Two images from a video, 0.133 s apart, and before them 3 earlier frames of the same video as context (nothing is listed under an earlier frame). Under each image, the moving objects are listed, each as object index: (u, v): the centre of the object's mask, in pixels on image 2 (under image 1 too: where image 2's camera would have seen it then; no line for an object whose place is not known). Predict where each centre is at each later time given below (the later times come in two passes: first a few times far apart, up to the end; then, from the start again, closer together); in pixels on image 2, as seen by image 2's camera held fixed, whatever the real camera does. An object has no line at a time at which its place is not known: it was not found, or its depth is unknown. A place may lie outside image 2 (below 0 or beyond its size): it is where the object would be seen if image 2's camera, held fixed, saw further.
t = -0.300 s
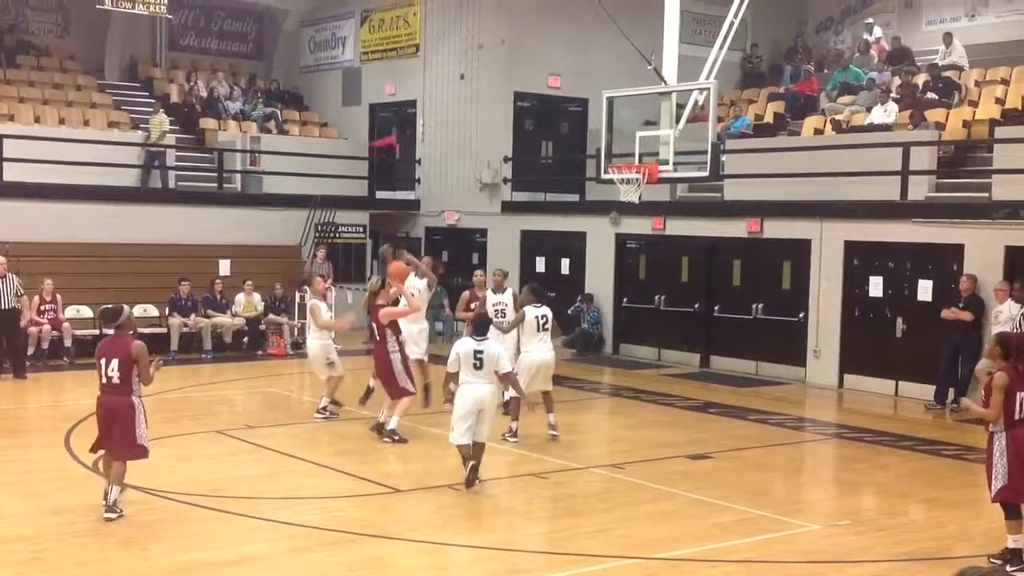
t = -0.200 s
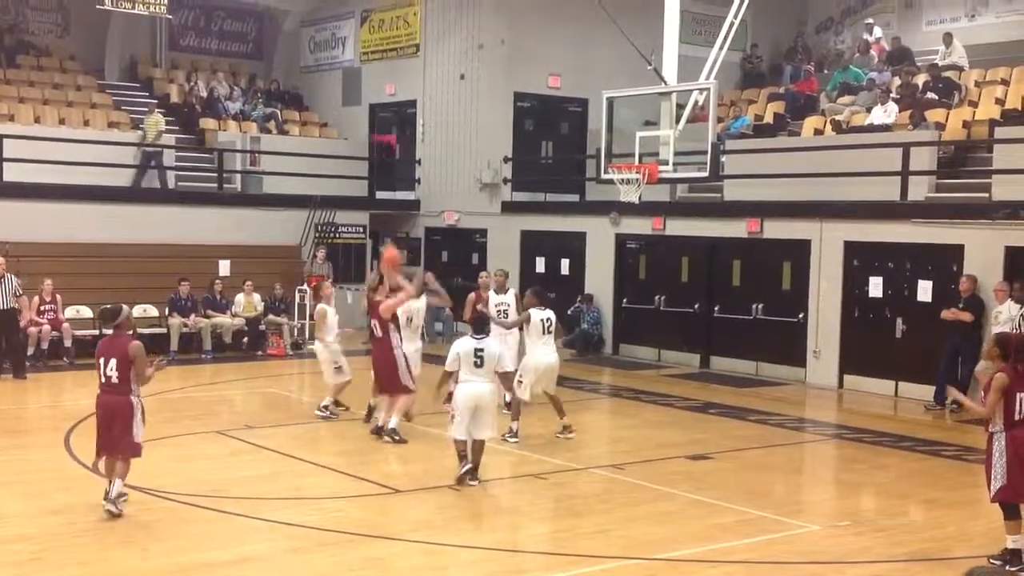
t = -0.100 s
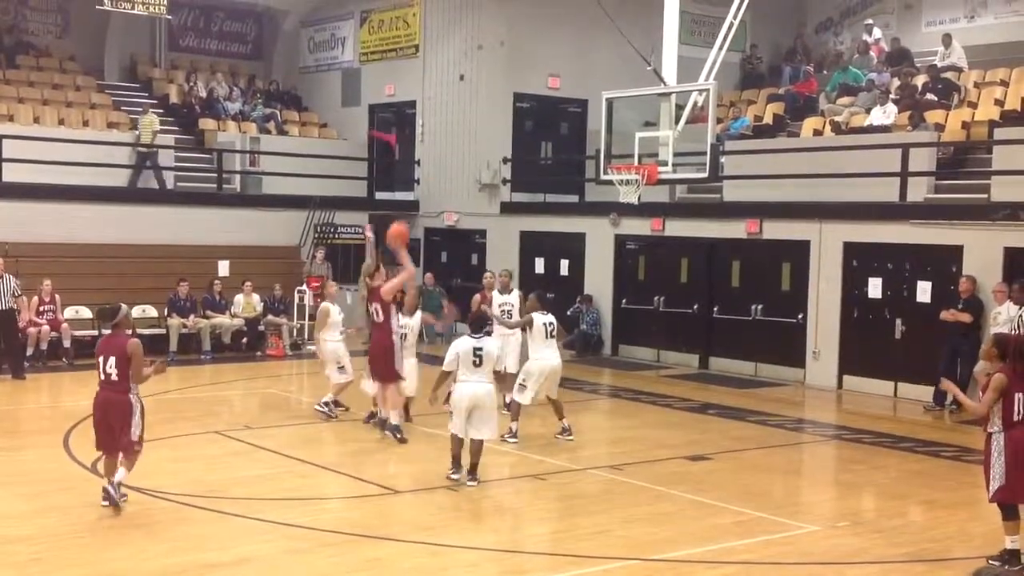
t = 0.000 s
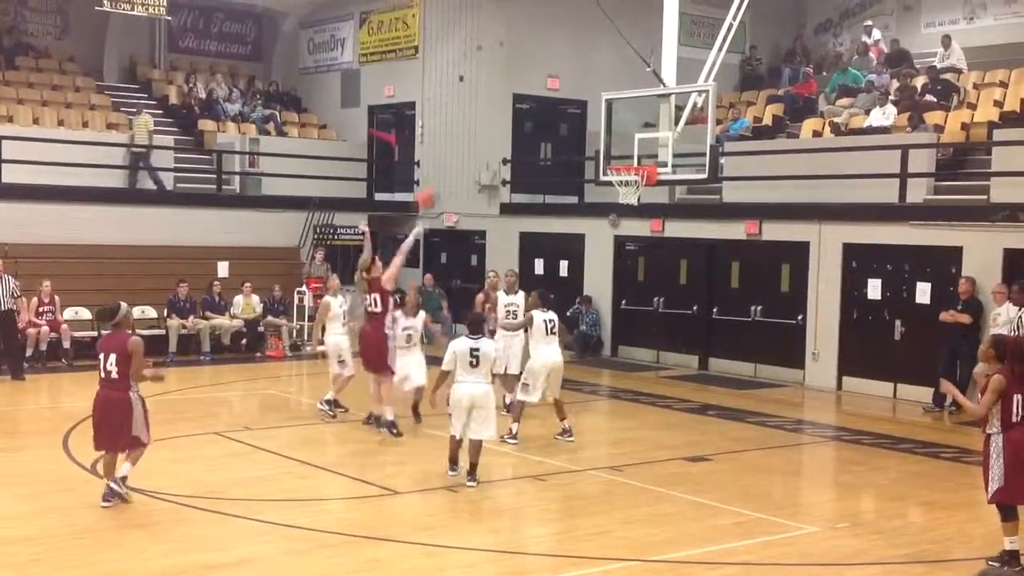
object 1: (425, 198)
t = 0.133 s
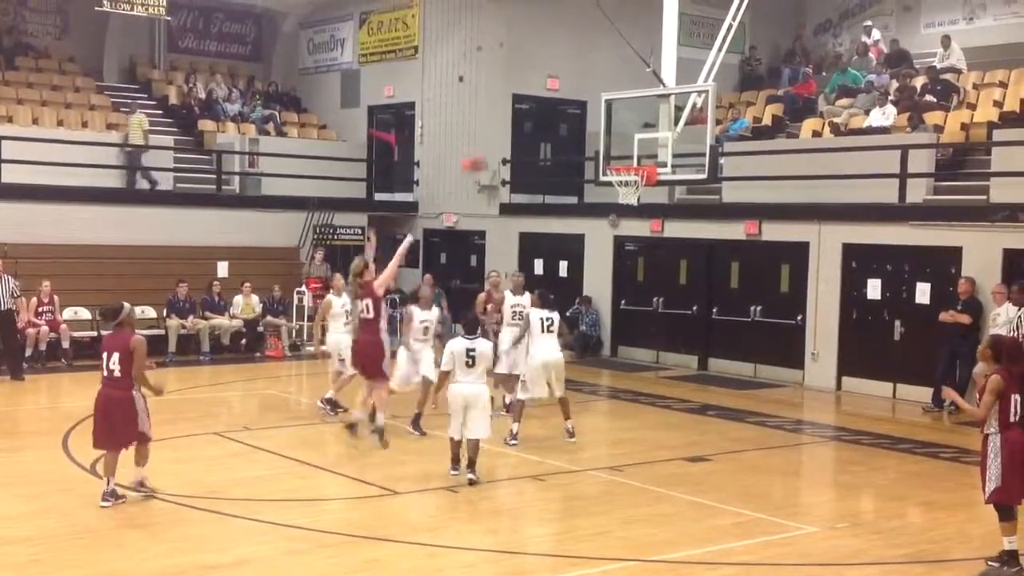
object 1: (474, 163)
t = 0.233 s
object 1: (510, 144)
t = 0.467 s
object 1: (580, 141)
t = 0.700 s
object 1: (629, 187)
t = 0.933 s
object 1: (608, 184)
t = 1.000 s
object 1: (610, 191)
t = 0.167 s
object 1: (486, 152)
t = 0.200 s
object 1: (497, 150)
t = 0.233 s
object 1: (510, 144)
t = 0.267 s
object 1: (522, 140)
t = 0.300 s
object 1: (530, 138)
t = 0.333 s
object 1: (541, 137)
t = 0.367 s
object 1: (551, 136)
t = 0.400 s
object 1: (563, 137)
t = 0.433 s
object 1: (573, 138)
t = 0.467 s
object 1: (580, 141)
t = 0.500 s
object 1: (591, 143)
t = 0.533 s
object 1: (604, 147)
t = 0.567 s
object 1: (609, 150)
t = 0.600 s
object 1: (622, 159)
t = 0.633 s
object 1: (632, 161)
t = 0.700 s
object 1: (629, 187)
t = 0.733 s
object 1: (619, 184)
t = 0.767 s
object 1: (612, 185)
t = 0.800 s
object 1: (608, 181)
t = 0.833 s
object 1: (608, 180)
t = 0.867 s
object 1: (607, 181)
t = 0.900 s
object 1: (605, 182)
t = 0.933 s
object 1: (608, 184)
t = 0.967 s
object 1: (609, 182)
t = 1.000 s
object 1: (610, 191)
